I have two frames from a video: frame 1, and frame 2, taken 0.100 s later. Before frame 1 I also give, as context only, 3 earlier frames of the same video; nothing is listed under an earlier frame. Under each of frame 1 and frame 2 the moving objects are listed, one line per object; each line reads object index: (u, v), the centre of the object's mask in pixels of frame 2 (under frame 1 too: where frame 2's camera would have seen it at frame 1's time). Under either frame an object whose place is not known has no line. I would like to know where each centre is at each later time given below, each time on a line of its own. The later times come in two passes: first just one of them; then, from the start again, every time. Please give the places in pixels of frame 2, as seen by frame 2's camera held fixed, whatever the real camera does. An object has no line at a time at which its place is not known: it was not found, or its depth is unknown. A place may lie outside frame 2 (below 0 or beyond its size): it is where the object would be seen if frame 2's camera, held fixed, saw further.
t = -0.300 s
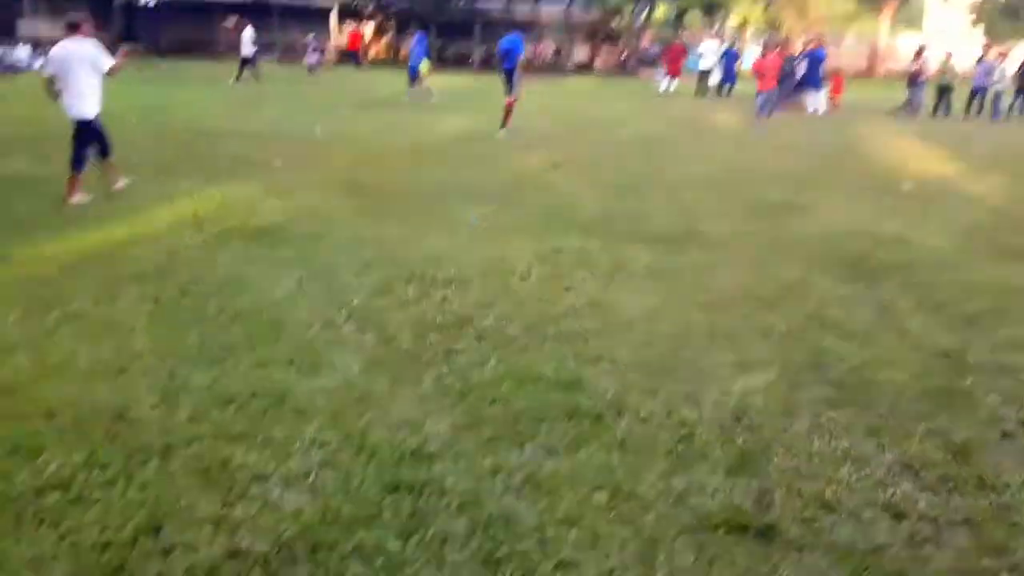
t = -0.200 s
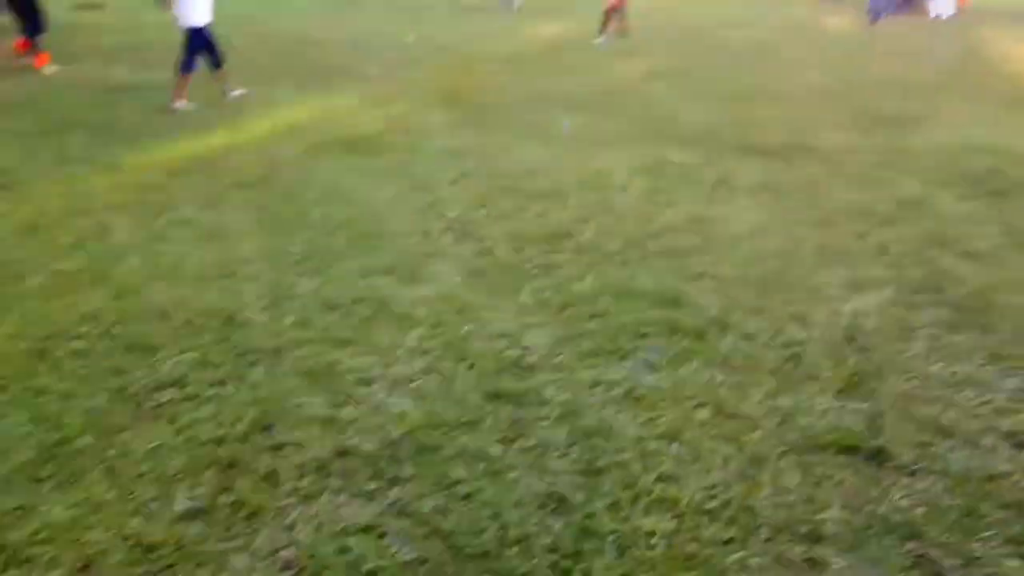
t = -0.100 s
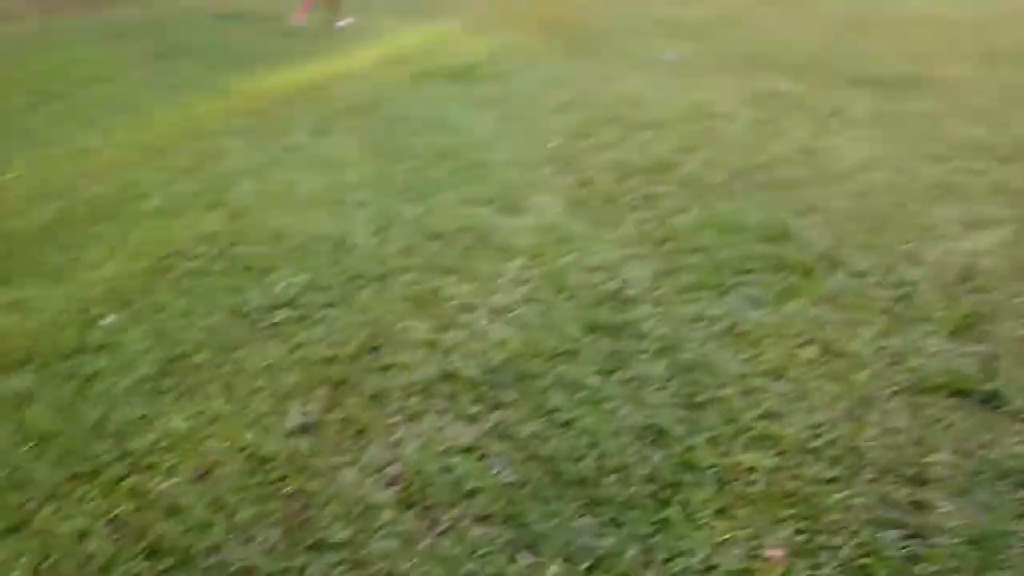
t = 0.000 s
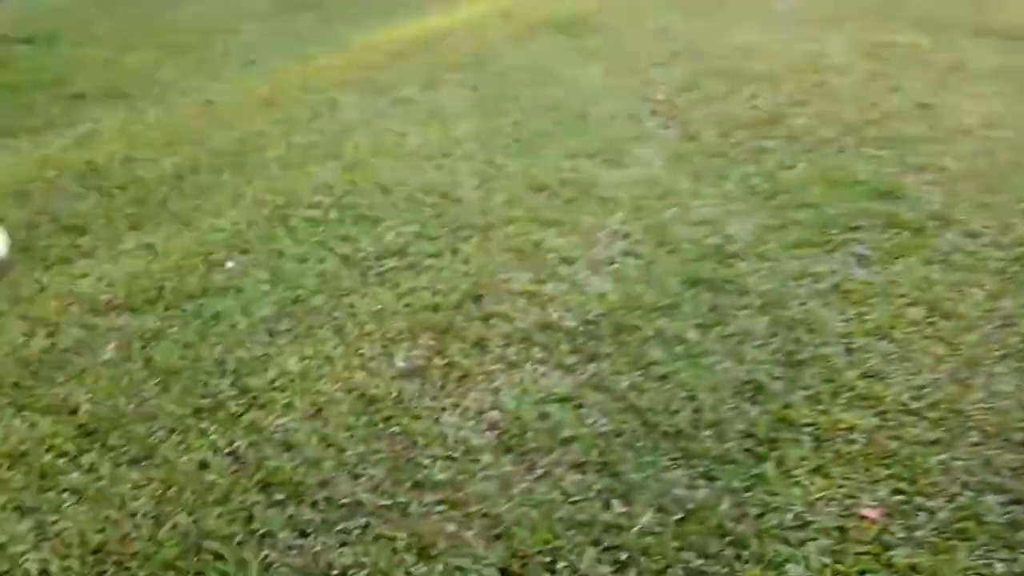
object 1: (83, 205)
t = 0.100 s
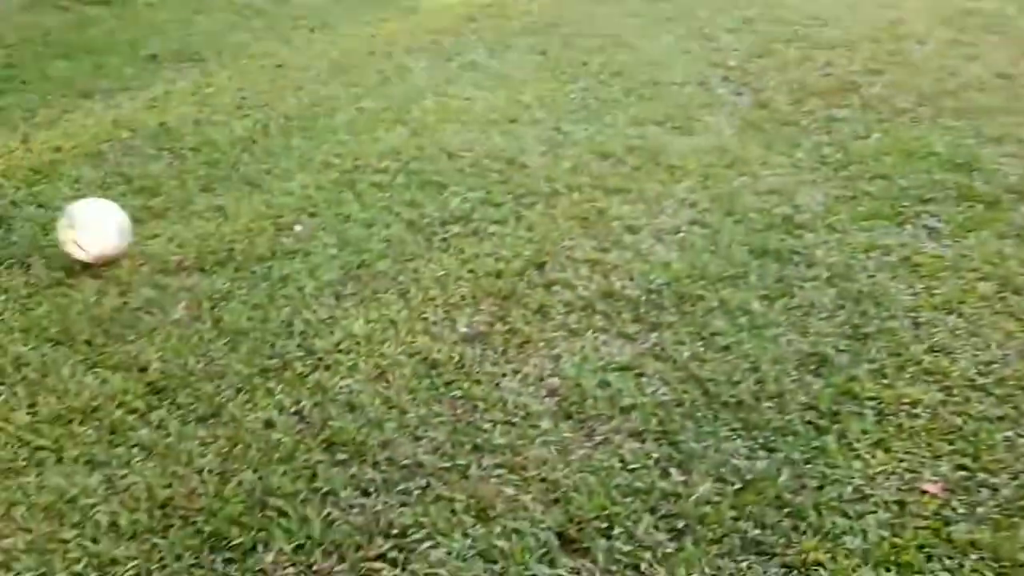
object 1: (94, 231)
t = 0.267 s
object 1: (192, 293)
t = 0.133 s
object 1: (111, 240)
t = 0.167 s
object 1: (130, 253)
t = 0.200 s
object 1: (150, 271)
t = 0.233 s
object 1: (170, 283)
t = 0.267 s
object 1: (192, 293)
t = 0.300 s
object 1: (214, 304)
